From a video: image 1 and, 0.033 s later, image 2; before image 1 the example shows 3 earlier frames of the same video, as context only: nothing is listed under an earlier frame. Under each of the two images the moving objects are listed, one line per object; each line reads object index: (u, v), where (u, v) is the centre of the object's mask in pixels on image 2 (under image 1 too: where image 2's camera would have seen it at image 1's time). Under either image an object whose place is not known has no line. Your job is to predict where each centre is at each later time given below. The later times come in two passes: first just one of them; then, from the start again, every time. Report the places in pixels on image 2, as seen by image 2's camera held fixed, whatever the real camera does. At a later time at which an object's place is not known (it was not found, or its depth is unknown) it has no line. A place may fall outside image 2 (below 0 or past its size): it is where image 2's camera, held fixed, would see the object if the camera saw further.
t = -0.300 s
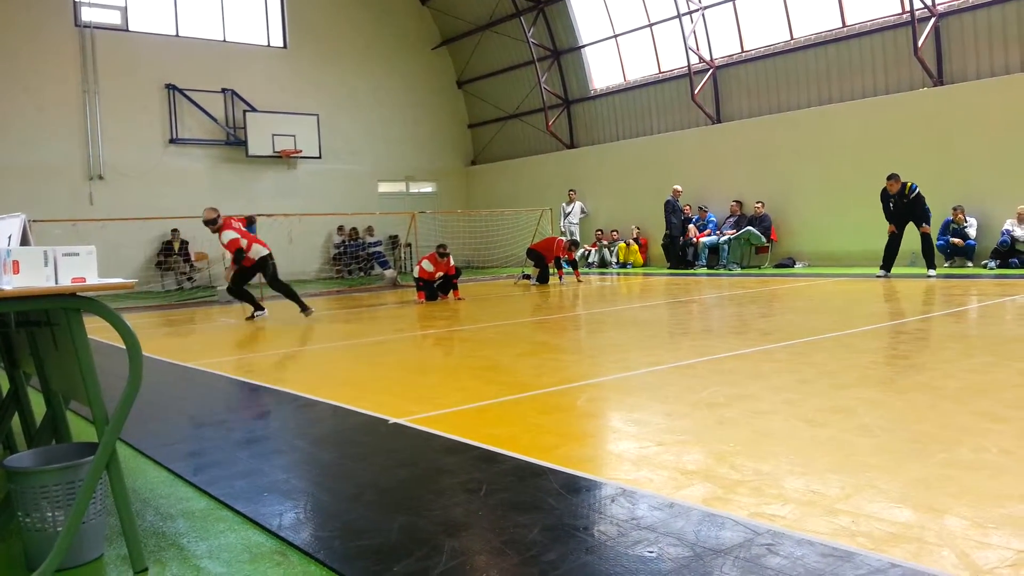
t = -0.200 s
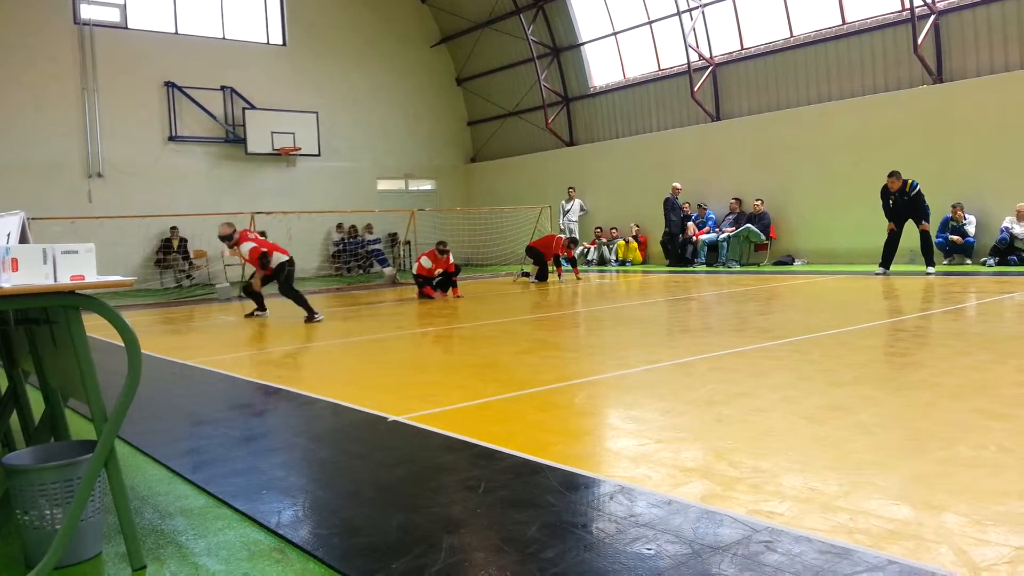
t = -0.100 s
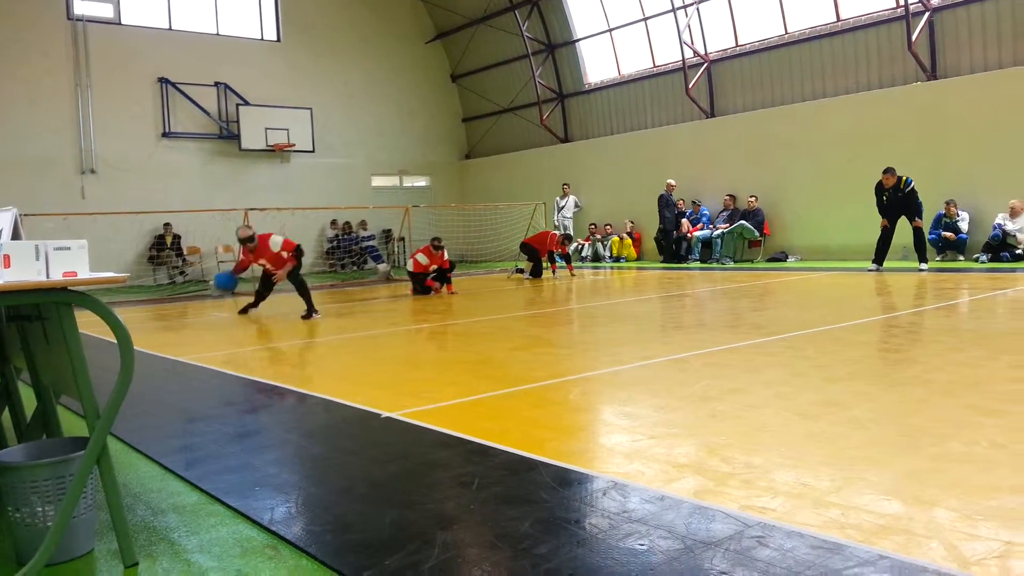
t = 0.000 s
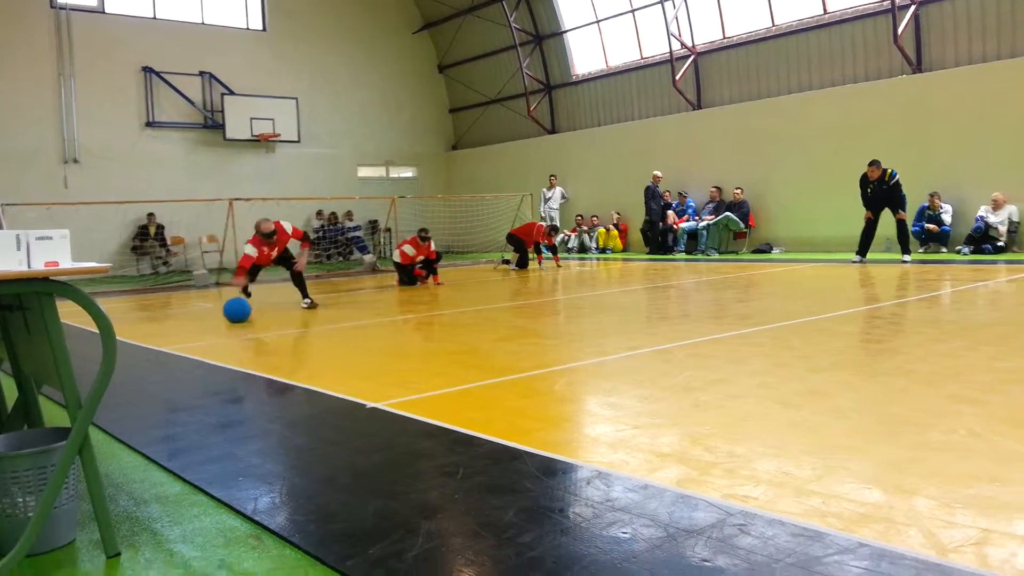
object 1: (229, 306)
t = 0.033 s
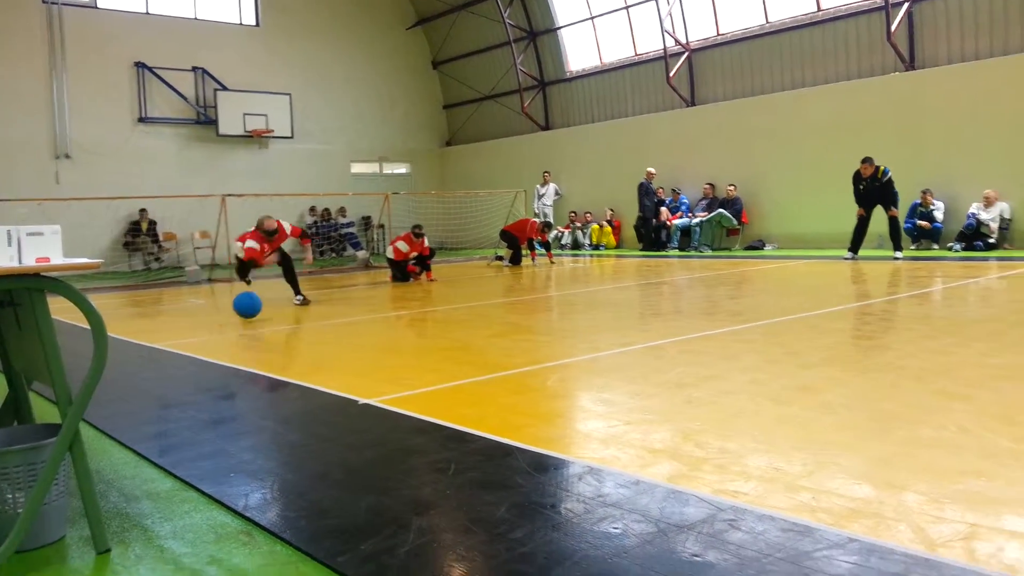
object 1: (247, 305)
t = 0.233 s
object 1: (402, 327)
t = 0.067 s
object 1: (266, 304)
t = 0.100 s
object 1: (288, 305)
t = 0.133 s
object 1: (312, 307)
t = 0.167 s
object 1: (339, 312)
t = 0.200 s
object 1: (369, 318)
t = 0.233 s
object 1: (402, 327)
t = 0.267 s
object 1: (437, 337)
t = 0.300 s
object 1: (472, 337)
